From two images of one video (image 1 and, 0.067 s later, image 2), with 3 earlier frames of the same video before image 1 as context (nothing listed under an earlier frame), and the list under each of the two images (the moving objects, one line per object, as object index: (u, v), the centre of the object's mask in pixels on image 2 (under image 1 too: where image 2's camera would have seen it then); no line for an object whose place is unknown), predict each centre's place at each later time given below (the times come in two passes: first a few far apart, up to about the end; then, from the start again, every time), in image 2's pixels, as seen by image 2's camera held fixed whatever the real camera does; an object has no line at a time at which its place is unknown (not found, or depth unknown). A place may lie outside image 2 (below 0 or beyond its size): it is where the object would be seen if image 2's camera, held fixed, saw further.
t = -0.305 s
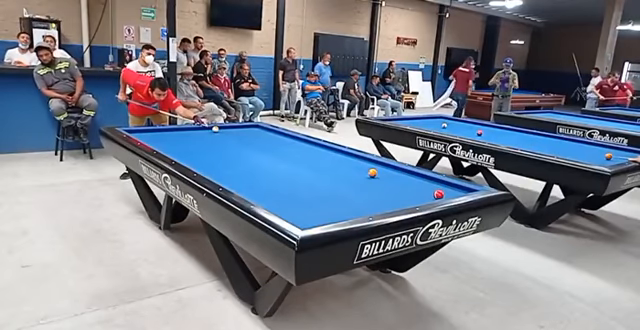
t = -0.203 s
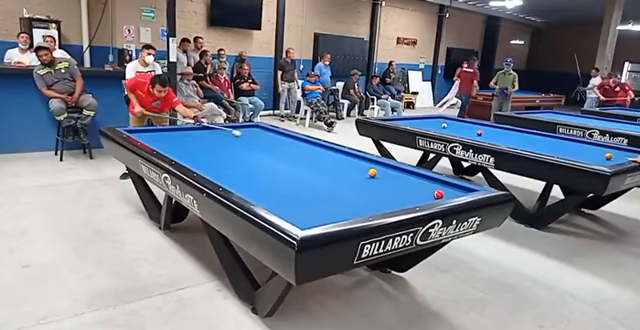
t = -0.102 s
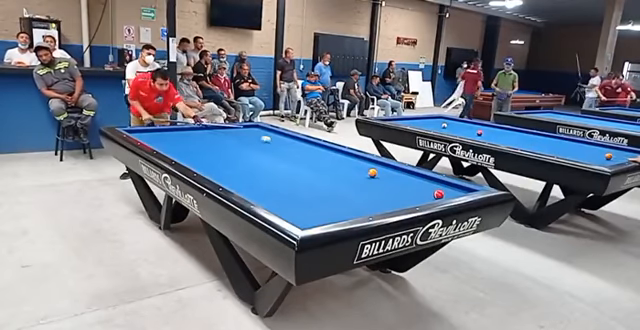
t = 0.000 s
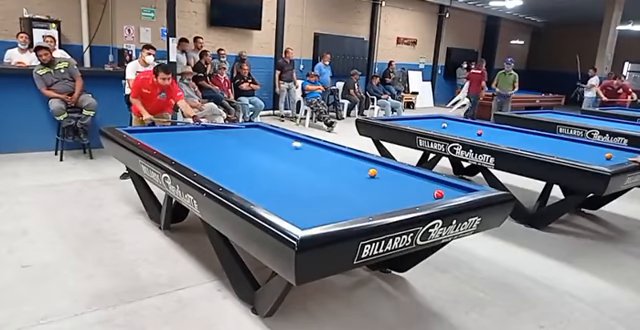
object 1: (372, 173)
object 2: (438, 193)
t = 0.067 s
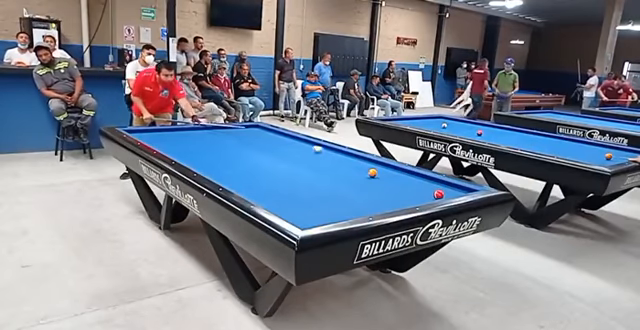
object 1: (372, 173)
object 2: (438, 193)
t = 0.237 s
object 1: (372, 173)
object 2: (438, 194)
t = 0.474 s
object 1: (372, 173)
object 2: (438, 194)
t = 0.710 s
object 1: (372, 173)
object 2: (430, 197)
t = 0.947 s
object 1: (373, 173)
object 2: (399, 198)
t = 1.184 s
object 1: (370, 173)
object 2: (370, 199)
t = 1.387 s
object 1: (358, 174)
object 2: (344, 199)
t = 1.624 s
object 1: (344, 174)
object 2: (315, 199)
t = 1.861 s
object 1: (331, 176)
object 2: (285, 200)
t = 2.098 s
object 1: (317, 176)
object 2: (262, 198)
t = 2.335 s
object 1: (303, 177)
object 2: (269, 194)
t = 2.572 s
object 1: (289, 179)
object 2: (275, 188)
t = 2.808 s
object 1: (276, 179)
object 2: (281, 185)
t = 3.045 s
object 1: (262, 181)
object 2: (285, 181)
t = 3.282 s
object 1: (247, 182)
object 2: (290, 177)
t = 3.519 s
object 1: (234, 183)
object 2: (294, 173)
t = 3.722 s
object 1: (230, 181)
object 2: (297, 171)
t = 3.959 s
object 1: (236, 181)
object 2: (301, 168)
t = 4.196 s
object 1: (242, 180)
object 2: (304, 165)
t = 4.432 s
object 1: (248, 179)
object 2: (307, 163)
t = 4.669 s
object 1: (252, 178)
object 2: (309, 160)
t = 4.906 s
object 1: (256, 177)
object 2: (312, 158)
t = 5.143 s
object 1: (261, 176)
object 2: (314, 156)
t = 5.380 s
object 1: (264, 175)
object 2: (315, 155)
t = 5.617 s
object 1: (268, 175)
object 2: (318, 153)
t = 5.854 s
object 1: (270, 174)
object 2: (319, 151)
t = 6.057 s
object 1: (272, 173)
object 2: (321, 150)
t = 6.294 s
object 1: (275, 173)
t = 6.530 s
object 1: (277, 172)
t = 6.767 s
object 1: (278, 172)
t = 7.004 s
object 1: (279, 172)
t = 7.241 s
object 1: (280, 172)
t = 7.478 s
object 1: (281, 172)
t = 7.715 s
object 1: (281, 172)
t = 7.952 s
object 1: (281, 172)
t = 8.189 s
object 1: (281, 172)
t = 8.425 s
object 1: (281, 172)
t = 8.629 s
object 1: (281, 172)
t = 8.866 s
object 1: (281, 172)
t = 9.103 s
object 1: (281, 172)
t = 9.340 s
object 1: (282, 172)
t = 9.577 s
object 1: (281, 172)
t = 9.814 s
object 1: (282, 172)
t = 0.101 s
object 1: (372, 173)
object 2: (438, 193)
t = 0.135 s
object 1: (372, 173)
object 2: (438, 193)
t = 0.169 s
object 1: (372, 173)
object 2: (438, 193)
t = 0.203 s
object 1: (372, 173)
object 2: (438, 194)
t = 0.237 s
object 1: (372, 173)
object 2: (438, 194)
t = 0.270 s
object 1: (372, 172)
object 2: (438, 194)
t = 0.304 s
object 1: (372, 173)
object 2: (438, 193)
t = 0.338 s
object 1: (373, 173)
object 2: (438, 194)
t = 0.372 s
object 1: (373, 173)
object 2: (438, 194)
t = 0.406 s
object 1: (372, 173)
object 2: (438, 194)
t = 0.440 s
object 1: (372, 173)
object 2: (438, 194)
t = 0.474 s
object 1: (372, 173)
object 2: (438, 194)
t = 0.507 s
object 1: (372, 173)
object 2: (438, 193)
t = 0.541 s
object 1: (372, 173)
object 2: (438, 194)
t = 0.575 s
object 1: (372, 173)
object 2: (438, 194)
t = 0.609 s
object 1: (372, 173)
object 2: (438, 194)
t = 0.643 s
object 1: (372, 173)
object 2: (436, 195)
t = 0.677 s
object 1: (372, 173)
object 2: (434, 196)
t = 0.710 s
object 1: (372, 173)
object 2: (430, 197)
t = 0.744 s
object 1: (372, 173)
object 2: (424, 197)
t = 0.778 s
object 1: (373, 173)
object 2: (419, 197)
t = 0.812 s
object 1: (373, 172)
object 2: (415, 198)
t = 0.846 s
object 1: (373, 172)
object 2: (411, 198)
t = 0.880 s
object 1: (372, 173)
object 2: (407, 198)
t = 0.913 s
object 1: (372, 173)
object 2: (403, 198)
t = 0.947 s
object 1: (373, 173)
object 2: (399, 198)
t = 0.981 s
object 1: (372, 173)
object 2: (394, 198)
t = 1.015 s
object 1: (373, 172)
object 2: (391, 199)
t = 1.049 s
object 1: (373, 172)
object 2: (386, 199)
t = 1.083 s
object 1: (373, 172)
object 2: (382, 199)
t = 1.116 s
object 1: (372, 172)
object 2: (378, 199)
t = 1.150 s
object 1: (372, 172)
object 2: (374, 199)
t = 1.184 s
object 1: (370, 173)
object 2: (370, 199)
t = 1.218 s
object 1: (368, 173)
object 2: (366, 199)
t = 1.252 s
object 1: (365, 173)
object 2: (361, 199)
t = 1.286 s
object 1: (364, 173)
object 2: (357, 199)
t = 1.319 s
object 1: (362, 173)
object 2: (353, 199)
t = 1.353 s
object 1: (360, 173)
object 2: (349, 199)
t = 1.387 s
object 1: (358, 174)
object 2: (344, 199)
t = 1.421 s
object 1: (356, 174)
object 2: (340, 199)
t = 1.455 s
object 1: (354, 173)
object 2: (336, 199)
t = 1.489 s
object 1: (352, 173)
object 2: (332, 199)
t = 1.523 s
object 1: (350, 174)
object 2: (328, 199)
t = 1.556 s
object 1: (348, 174)
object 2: (323, 199)
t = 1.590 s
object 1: (346, 174)
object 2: (319, 199)
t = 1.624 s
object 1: (344, 174)
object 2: (315, 199)
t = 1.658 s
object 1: (342, 175)
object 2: (311, 199)
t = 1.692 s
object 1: (340, 175)
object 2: (306, 199)
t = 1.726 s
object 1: (338, 175)
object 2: (302, 200)
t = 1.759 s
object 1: (336, 175)
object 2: (298, 200)
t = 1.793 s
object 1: (334, 175)
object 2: (294, 200)
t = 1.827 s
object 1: (332, 175)
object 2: (289, 200)
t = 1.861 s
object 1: (331, 176)
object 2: (285, 200)
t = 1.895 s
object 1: (328, 175)
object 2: (280, 200)
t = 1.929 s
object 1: (327, 175)
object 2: (276, 200)
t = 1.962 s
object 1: (325, 176)
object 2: (272, 200)
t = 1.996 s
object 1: (323, 176)
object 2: (267, 200)
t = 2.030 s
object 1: (321, 176)
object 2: (263, 199)
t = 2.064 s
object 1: (319, 176)
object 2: (261, 199)
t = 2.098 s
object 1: (317, 176)
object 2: (262, 198)
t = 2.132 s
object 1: (315, 176)
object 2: (263, 198)
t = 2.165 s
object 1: (313, 176)
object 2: (265, 198)
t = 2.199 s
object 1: (311, 176)
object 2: (265, 197)
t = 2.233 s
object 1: (309, 177)
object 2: (266, 196)
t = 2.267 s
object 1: (307, 177)
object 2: (267, 195)
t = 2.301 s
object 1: (305, 177)
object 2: (268, 194)
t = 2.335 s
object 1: (303, 177)
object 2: (269, 194)
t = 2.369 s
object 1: (301, 178)
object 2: (270, 193)
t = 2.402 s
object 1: (299, 178)
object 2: (271, 192)
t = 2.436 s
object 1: (297, 178)
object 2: (272, 191)
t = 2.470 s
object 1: (295, 178)
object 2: (273, 191)
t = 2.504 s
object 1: (293, 178)
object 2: (273, 190)
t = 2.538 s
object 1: (291, 179)
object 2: (274, 189)
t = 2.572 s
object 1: (289, 179)
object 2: (275, 188)
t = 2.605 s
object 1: (287, 179)
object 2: (276, 188)
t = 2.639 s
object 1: (285, 179)
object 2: (276, 187)
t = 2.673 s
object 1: (283, 179)
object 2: (277, 187)
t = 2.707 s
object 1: (281, 178)
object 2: (278, 187)
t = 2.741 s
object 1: (280, 178)
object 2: (279, 186)
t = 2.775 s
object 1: (277, 179)
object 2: (280, 186)
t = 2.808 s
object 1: (276, 179)
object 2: (281, 185)
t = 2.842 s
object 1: (273, 180)
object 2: (281, 184)
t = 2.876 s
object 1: (271, 180)
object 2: (282, 183)
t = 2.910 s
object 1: (269, 180)
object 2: (283, 183)
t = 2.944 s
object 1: (267, 181)
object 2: (283, 182)
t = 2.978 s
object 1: (265, 181)
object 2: (284, 182)
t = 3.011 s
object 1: (264, 181)
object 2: (285, 181)
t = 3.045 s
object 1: (262, 181)
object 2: (285, 181)
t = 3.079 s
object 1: (259, 181)
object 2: (286, 180)
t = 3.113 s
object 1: (257, 181)
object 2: (287, 179)
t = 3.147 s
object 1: (255, 181)
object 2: (288, 179)
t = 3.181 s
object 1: (253, 181)
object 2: (288, 178)
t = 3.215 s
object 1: (251, 181)
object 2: (289, 178)
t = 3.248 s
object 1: (249, 182)
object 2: (289, 177)
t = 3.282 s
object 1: (247, 182)
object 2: (290, 177)
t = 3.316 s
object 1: (245, 182)
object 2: (290, 176)
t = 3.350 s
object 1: (243, 182)
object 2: (291, 176)
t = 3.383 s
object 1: (241, 182)
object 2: (292, 175)
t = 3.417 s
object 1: (239, 182)
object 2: (292, 175)
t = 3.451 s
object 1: (237, 182)
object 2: (293, 174)
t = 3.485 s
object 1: (235, 182)
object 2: (293, 174)
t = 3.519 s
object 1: (234, 183)
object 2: (294, 173)
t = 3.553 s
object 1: (232, 182)
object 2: (294, 173)
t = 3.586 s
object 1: (230, 182)
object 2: (295, 172)
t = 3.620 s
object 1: (228, 181)
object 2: (295, 172)
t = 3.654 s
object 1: (228, 181)
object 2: (296, 172)
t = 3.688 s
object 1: (229, 181)
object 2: (297, 171)
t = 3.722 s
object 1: (230, 181)
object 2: (297, 171)
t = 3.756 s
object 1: (231, 182)
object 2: (298, 170)
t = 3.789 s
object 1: (231, 182)
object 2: (298, 170)
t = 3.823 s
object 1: (232, 182)
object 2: (299, 169)
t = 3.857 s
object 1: (233, 182)
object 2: (299, 169)
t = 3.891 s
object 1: (234, 181)
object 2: (300, 168)
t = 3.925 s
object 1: (235, 181)
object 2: (300, 168)
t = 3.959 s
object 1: (236, 181)
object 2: (301, 168)
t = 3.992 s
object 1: (237, 181)
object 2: (301, 167)
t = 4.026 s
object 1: (238, 181)
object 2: (301, 167)
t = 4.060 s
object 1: (238, 181)
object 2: (302, 167)
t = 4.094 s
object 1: (239, 181)
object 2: (302, 166)
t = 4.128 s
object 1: (240, 181)
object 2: (303, 166)
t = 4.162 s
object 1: (241, 180)
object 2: (303, 165)
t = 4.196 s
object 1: (242, 180)
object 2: (304, 165)
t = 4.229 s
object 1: (243, 180)
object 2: (304, 164)
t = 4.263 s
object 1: (243, 180)
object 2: (305, 165)
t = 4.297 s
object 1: (244, 180)
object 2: (305, 164)
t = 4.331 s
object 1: (245, 180)
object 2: (305, 164)
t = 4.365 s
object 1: (246, 179)
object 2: (306, 163)
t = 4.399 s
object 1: (247, 179)
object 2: (306, 163)
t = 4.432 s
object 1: (248, 179)
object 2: (307, 163)
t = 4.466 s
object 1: (248, 179)
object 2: (307, 162)
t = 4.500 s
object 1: (249, 179)
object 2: (308, 162)
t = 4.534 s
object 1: (249, 179)
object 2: (308, 162)
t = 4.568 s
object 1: (250, 178)
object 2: (308, 162)
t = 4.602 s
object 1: (251, 178)
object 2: (308, 161)
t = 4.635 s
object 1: (252, 178)
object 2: (309, 161)
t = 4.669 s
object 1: (252, 178)
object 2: (309, 160)
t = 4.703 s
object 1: (253, 178)
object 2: (310, 160)
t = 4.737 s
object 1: (253, 178)
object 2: (310, 160)
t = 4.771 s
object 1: (254, 178)
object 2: (310, 160)
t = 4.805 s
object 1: (255, 177)
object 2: (310, 159)
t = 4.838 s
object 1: (255, 178)
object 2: (311, 159)
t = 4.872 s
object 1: (256, 177)
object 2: (311, 159)
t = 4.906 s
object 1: (256, 177)
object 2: (312, 158)
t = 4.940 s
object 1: (257, 177)
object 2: (312, 158)
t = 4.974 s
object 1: (257, 177)
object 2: (312, 158)
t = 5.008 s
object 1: (258, 177)
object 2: (313, 158)
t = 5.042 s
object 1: (259, 176)
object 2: (313, 157)
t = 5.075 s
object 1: (259, 176)
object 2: (313, 157)
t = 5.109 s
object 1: (260, 176)
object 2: (313, 157)
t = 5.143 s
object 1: (261, 176)
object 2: (314, 156)
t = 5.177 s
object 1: (261, 176)
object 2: (314, 156)
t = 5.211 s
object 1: (262, 175)
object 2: (314, 156)
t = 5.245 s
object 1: (262, 176)
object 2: (315, 156)
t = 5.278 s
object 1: (263, 176)
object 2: (315, 155)
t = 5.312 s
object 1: (263, 175)
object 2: (315, 155)
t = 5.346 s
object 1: (264, 175)
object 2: (315, 155)
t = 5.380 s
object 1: (264, 175)
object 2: (315, 155)
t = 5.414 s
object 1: (264, 175)
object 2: (316, 154)
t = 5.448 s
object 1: (265, 175)
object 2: (317, 154)
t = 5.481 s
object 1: (265, 175)
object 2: (317, 154)
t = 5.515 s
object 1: (266, 175)
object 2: (317, 154)
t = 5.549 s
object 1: (266, 175)
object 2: (317, 153)
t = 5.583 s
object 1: (267, 175)
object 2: (317, 153)
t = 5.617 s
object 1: (268, 175)
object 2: (318, 153)
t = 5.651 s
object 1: (268, 174)
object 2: (318, 153)
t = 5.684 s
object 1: (268, 174)
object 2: (318, 152)
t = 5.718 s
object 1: (269, 174)
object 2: (318, 152)
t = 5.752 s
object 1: (269, 174)
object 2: (318, 152)
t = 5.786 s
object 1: (270, 174)
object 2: (319, 152)
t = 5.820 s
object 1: (270, 174)
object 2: (319, 152)
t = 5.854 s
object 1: (270, 174)
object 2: (319, 151)
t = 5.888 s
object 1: (271, 174)
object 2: (320, 151)
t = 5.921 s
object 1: (271, 174)
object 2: (320, 151)
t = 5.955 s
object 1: (271, 174)
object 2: (320, 151)
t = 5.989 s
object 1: (271, 173)
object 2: (320, 151)
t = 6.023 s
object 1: (272, 173)
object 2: (321, 150)
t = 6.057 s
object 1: (272, 173)
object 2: (321, 150)
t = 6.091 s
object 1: (273, 173)
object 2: (321, 150)
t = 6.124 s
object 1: (273, 173)
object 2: (321, 150)
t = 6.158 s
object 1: (273, 173)
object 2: (321, 150)
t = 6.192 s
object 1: (274, 173)
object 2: (321, 150)
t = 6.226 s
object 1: (274, 173)
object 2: (322, 149)
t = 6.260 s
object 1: (274, 173)
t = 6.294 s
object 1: (275, 173)
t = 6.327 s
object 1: (275, 173)
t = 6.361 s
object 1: (275, 173)
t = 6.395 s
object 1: (276, 173)
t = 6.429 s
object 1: (276, 173)
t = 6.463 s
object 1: (276, 173)
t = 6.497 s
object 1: (276, 173)
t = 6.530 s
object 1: (277, 172)
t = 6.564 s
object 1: (277, 172)
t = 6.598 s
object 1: (277, 173)
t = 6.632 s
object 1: (277, 173)
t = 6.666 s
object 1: (278, 172)
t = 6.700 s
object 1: (278, 172)
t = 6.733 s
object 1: (278, 172)
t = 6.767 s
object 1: (278, 172)
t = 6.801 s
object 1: (279, 172)
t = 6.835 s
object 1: (279, 172)
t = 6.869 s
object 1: (279, 172)
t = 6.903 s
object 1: (279, 172)
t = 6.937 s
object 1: (279, 172)
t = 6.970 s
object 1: (279, 172)
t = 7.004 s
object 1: (279, 172)
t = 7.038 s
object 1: (279, 172)
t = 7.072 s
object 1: (280, 172)
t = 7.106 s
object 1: (280, 172)
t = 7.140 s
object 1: (280, 172)
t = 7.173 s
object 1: (280, 172)
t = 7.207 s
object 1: (280, 172)
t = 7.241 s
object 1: (280, 172)
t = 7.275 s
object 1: (280, 172)
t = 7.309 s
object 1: (281, 172)
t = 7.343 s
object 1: (281, 172)
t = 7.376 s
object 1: (281, 172)
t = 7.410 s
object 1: (281, 172)
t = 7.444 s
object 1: (281, 172)
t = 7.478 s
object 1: (281, 172)
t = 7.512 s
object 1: (281, 172)
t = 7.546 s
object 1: (281, 172)
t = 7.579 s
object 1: (281, 172)
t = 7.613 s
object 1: (281, 172)
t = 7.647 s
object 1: (281, 172)
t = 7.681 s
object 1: (282, 172)
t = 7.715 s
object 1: (281, 172)
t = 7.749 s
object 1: (281, 172)
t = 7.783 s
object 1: (282, 172)
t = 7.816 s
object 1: (282, 172)
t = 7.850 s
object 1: (281, 172)
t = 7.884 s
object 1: (281, 172)
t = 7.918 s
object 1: (281, 172)
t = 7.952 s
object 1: (281, 172)
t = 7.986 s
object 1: (282, 172)
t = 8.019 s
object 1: (281, 172)
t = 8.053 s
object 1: (281, 172)
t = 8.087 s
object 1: (281, 172)
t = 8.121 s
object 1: (281, 172)
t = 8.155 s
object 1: (281, 172)
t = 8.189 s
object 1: (281, 172)
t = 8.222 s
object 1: (281, 172)
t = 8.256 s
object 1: (281, 172)
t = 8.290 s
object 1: (281, 172)
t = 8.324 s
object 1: (281, 172)
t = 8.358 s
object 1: (281, 172)
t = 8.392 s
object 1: (281, 172)
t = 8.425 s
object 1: (281, 172)
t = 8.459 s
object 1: (281, 172)
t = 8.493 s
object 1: (281, 172)
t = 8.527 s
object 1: (281, 172)
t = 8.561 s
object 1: (281, 172)
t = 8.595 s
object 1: (281, 172)
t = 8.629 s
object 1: (281, 172)
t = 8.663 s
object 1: (281, 172)
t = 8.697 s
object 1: (281, 172)
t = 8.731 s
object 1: (282, 172)
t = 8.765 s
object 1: (281, 172)
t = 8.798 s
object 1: (282, 172)
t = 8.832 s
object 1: (281, 172)
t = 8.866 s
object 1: (281, 172)
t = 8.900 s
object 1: (282, 172)
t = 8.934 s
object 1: (281, 172)
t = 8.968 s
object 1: (281, 172)
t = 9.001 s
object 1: (281, 172)
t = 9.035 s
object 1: (281, 172)
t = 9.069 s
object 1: (281, 172)
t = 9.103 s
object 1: (281, 172)
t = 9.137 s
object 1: (282, 172)
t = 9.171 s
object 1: (282, 172)
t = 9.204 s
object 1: (281, 172)
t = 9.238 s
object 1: (282, 172)
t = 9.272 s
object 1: (282, 172)
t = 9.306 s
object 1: (282, 172)
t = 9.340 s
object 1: (282, 172)
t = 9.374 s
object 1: (282, 172)
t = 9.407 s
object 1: (282, 172)
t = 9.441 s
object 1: (282, 172)
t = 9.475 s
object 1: (281, 172)
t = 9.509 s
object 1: (282, 172)
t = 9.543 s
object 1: (281, 172)
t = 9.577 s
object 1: (281, 172)
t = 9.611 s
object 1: (282, 172)
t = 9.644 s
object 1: (281, 172)
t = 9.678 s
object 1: (281, 172)
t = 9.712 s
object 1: (282, 172)
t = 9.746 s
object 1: (282, 172)
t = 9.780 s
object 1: (282, 172)
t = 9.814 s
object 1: (282, 172)
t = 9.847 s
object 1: (282, 172)
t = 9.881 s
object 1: (282, 172)
